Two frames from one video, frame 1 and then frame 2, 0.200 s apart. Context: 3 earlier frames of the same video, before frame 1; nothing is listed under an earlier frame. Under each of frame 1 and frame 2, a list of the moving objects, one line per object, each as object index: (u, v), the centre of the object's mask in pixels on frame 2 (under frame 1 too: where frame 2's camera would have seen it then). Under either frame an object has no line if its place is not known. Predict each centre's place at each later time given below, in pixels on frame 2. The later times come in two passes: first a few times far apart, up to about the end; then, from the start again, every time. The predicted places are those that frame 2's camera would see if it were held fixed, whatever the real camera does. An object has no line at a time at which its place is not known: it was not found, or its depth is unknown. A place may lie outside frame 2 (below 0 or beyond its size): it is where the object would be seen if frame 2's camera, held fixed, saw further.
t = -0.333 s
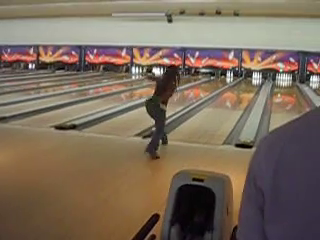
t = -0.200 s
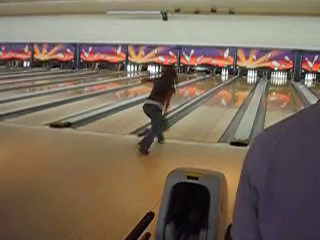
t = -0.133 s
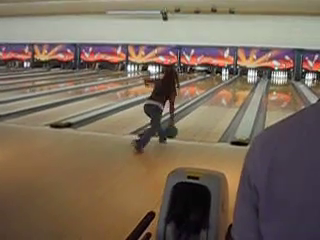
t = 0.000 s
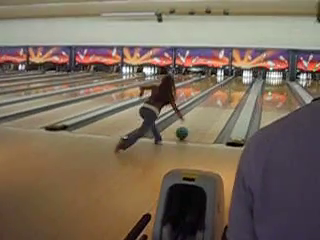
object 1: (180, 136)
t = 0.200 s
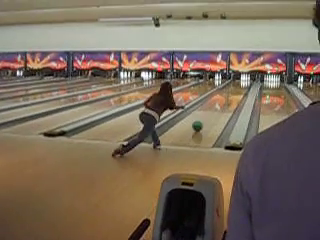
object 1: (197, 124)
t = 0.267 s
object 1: (201, 121)
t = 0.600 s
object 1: (219, 110)
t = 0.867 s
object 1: (228, 103)
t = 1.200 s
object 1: (239, 98)
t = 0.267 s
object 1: (201, 121)
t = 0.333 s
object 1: (205, 119)
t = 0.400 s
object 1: (209, 116)
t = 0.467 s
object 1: (213, 114)
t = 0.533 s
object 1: (216, 112)
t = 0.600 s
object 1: (219, 110)
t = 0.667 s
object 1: (221, 109)
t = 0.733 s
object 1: (225, 106)
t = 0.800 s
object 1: (226, 104)
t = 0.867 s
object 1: (228, 103)
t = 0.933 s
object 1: (231, 102)
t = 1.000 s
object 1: (232, 101)
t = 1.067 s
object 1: (234, 100)
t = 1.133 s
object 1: (237, 99)
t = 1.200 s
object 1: (239, 98)
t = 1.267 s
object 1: (240, 96)
